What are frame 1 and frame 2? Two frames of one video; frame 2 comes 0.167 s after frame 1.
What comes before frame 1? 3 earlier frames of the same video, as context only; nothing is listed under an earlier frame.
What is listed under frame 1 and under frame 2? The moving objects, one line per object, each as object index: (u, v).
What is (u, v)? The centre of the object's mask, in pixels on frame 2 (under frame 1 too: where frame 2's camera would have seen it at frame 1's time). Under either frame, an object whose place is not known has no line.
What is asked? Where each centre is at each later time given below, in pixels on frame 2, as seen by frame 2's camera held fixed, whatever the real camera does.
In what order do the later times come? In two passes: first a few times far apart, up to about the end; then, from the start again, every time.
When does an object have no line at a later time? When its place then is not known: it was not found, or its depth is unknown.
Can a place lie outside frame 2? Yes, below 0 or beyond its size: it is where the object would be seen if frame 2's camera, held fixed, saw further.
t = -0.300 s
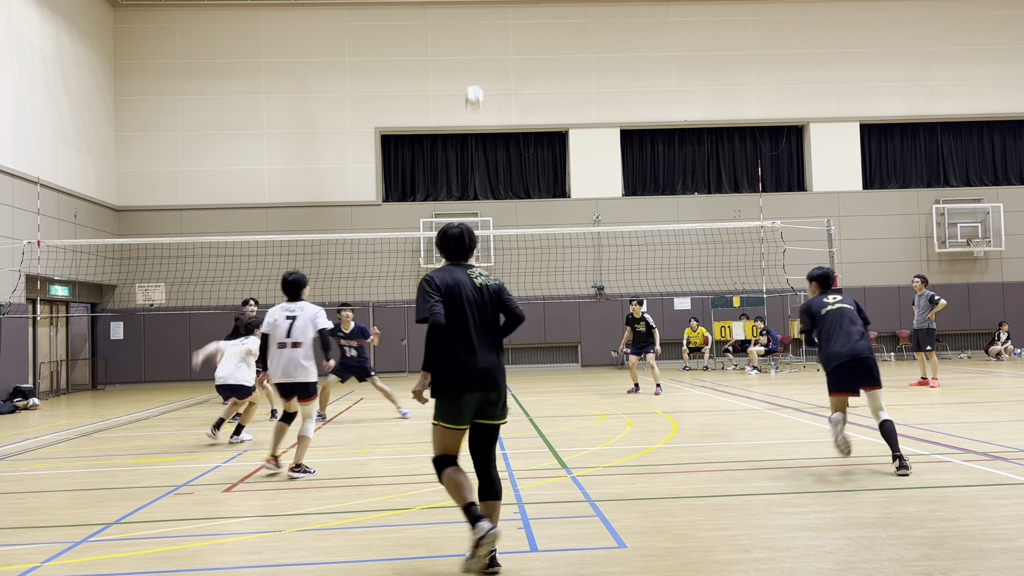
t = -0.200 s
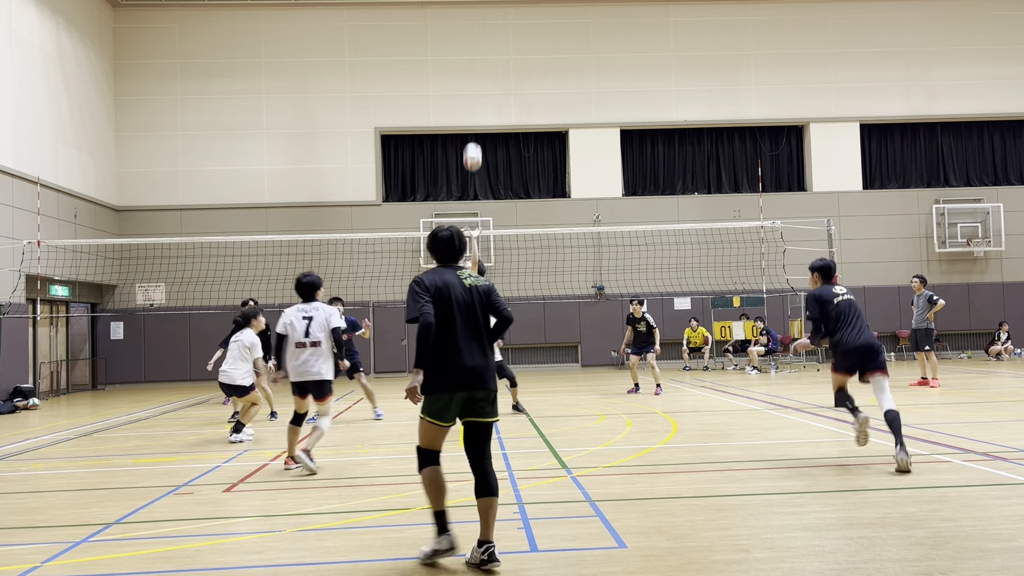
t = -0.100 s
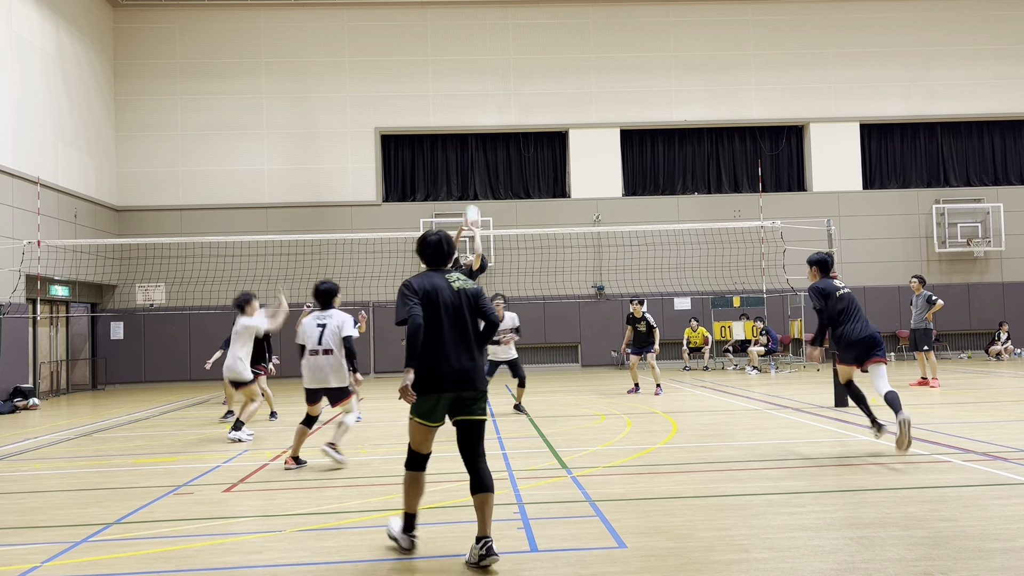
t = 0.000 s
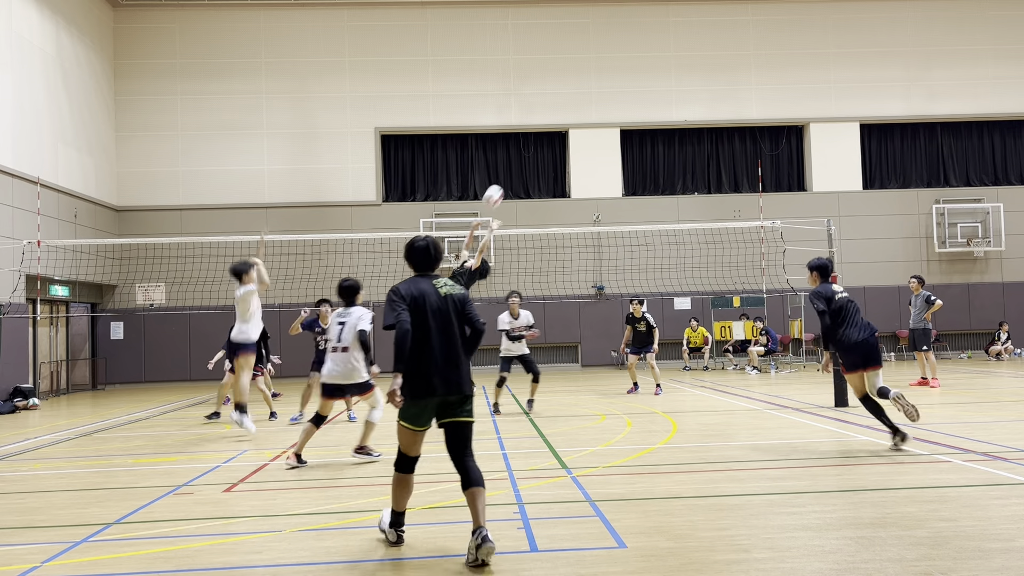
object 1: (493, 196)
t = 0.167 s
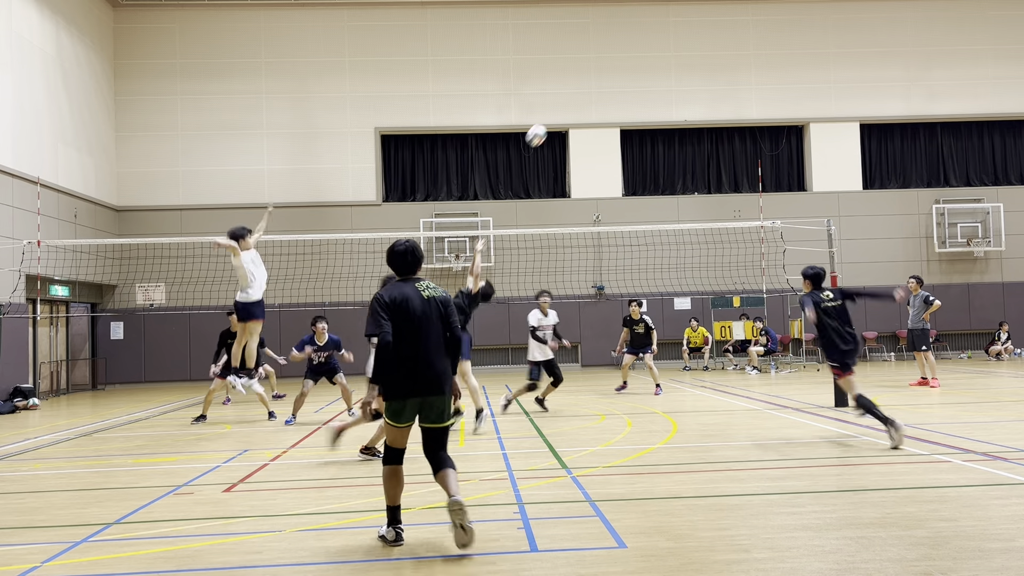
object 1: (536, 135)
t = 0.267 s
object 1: (562, 110)
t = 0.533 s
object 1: (627, 87)
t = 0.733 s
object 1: (674, 107)
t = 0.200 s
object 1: (545, 126)
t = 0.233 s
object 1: (554, 117)
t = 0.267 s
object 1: (562, 110)
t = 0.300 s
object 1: (570, 104)
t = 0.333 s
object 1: (578, 99)
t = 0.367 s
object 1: (586, 95)
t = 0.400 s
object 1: (595, 92)
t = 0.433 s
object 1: (603, 89)
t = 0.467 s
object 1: (611, 88)
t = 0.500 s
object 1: (619, 87)
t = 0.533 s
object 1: (627, 87)
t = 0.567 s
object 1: (635, 88)
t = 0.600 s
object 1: (642, 90)
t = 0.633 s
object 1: (650, 93)
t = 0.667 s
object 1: (659, 97)
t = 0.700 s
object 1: (666, 102)
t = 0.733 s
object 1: (674, 107)
